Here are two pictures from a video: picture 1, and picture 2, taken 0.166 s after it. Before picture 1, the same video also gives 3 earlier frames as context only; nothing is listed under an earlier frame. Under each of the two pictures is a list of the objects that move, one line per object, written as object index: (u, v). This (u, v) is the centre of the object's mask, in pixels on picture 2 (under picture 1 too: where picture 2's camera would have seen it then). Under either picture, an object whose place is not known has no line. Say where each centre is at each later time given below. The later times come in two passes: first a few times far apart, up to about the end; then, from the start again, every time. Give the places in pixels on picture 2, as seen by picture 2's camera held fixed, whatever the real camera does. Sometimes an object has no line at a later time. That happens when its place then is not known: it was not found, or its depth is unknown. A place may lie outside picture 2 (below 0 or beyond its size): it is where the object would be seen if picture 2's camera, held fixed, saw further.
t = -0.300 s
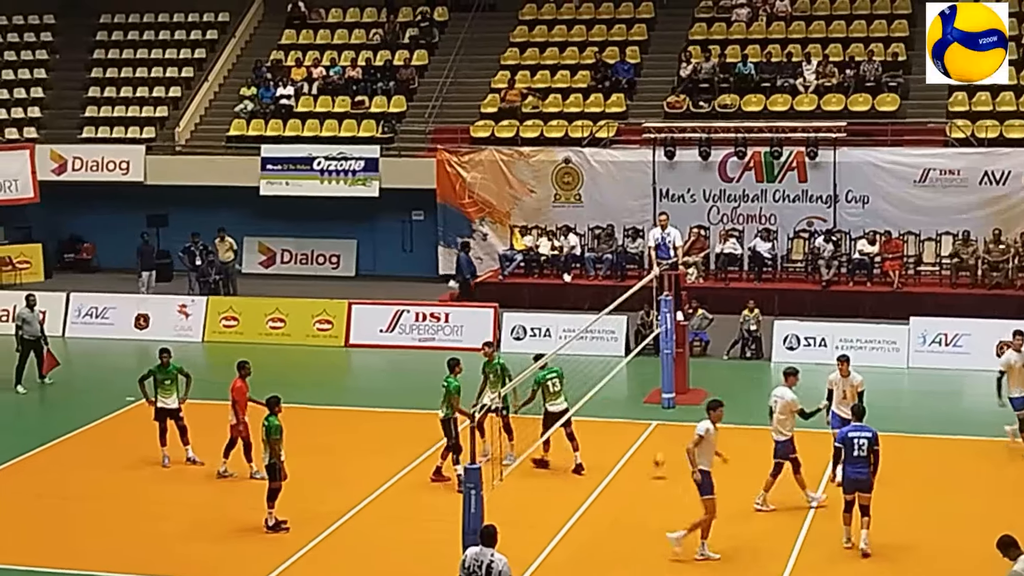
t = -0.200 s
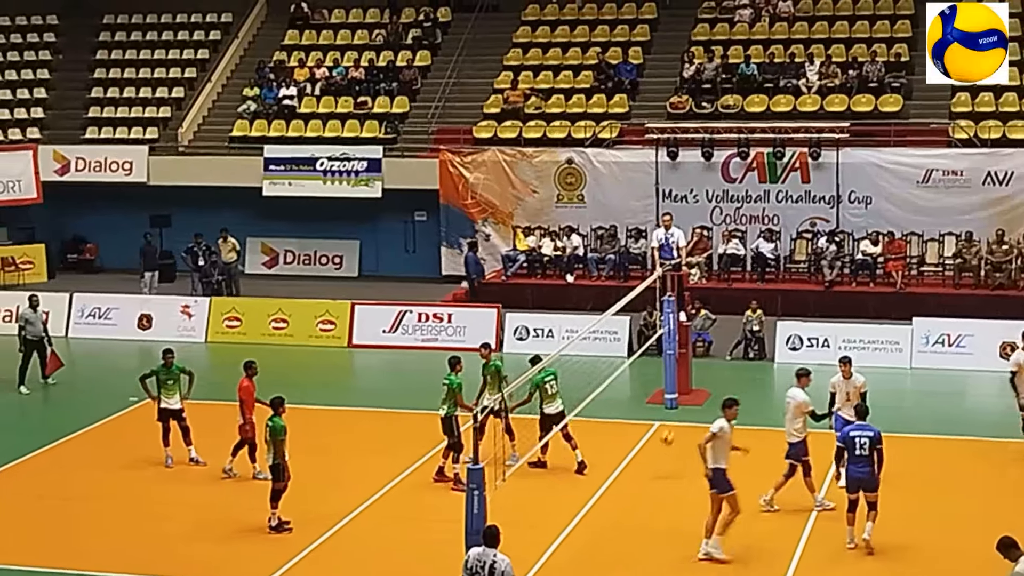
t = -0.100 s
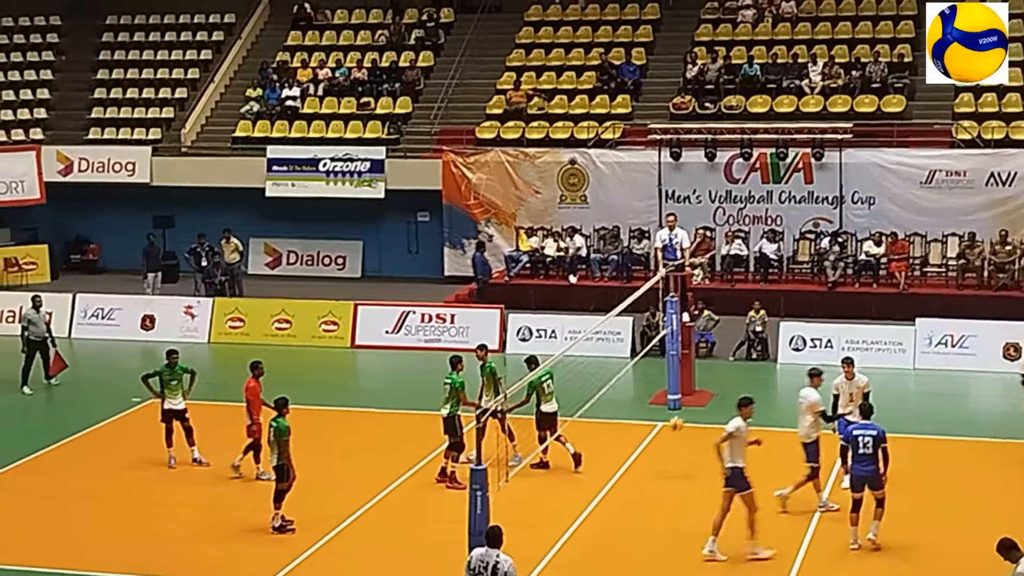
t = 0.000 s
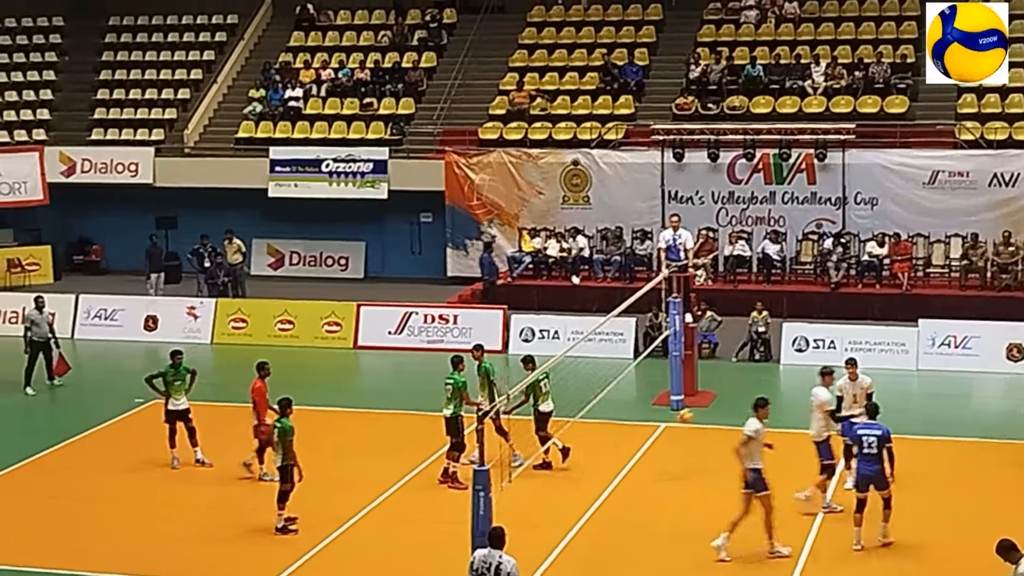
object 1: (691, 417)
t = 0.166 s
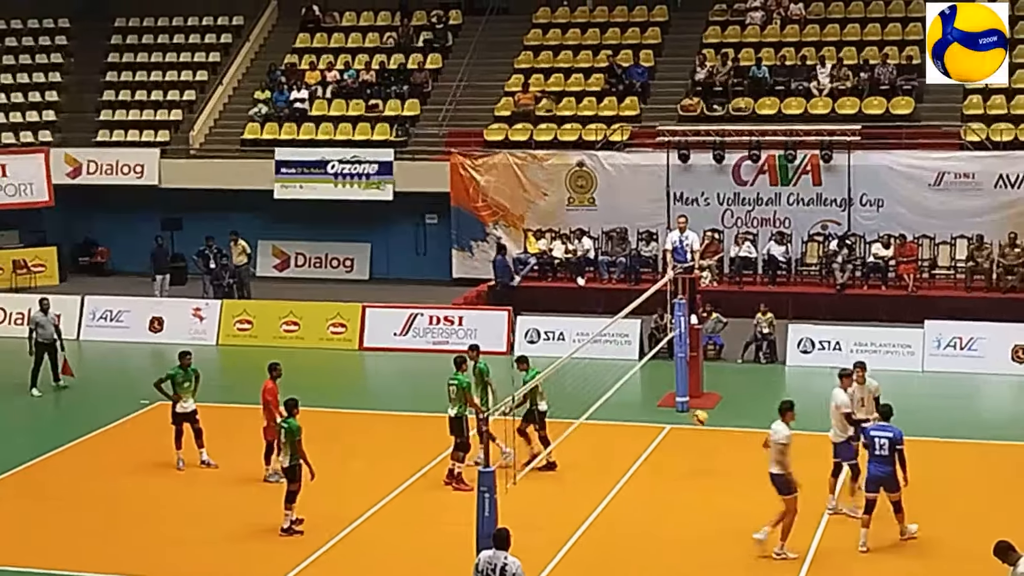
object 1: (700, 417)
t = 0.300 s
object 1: (708, 430)
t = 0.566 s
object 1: (722, 446)
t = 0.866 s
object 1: (739, 424)
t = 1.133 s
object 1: (754, 454)
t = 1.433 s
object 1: (771, 427)
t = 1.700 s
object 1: (785, 447)
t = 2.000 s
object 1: (801, 429)
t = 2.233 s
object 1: (813, 435)
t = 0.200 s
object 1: (702, 420)
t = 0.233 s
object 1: (704, 423)
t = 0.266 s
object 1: (706, 426)
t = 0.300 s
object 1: (708, 430)
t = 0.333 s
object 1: (710, 436)
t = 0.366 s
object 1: (712, 441)
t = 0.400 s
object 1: (712, 448)
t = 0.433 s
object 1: (714, 455)
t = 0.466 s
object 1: (716, 462)
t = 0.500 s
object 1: (719, 458)
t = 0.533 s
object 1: (721, 451)
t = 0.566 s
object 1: (722, 446)
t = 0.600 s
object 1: (725, 440)
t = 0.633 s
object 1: (726, 436)
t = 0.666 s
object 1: (728, 432)
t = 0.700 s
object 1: (730, 429)
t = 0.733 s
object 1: (732, 426)
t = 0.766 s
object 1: (734, 425)
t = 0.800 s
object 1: (735, 424)
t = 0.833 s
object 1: (737, 424)
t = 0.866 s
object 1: (739, 424)
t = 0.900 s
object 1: (742, 425)
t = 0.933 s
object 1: (744, 427)
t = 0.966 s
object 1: (745, 429)
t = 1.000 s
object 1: (747, 433)
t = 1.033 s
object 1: (749, 437)
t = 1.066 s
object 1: (750, 441)
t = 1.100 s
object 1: (751, 446)
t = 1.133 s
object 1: (754, 454)
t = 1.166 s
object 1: (756, 453)
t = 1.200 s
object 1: (758, 446)
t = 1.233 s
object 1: (760, 440)
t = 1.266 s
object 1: (762, 436)
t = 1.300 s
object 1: (764, 433)
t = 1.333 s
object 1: (766, 430)
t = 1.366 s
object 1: (767, 429)
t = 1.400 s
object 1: (769, 428)
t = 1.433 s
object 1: (771, 427)
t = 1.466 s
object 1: (773, 427)
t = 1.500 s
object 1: (775, 427)
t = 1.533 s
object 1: (777, 429)
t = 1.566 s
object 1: (778, 432)
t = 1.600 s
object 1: (780, 436)
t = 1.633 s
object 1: (781, 439)
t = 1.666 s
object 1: (781, 443)
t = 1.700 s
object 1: (785, 447)
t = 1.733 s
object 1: (788, 443)
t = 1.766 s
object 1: (790, 439)
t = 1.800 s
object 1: (791, 435)
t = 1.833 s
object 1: (792, 432)
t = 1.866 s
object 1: (794, 430)
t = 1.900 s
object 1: (796, 428)
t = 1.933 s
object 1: (797, 428)
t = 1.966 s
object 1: (799, 428)
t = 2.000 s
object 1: (801, 429)
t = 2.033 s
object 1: (802, 430)
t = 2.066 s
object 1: (804, 432)
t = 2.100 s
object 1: (805, 434)
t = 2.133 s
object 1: (807, 438)
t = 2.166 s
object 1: (809, 443)
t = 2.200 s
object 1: (812, 439)
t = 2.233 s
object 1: (813, 435)
